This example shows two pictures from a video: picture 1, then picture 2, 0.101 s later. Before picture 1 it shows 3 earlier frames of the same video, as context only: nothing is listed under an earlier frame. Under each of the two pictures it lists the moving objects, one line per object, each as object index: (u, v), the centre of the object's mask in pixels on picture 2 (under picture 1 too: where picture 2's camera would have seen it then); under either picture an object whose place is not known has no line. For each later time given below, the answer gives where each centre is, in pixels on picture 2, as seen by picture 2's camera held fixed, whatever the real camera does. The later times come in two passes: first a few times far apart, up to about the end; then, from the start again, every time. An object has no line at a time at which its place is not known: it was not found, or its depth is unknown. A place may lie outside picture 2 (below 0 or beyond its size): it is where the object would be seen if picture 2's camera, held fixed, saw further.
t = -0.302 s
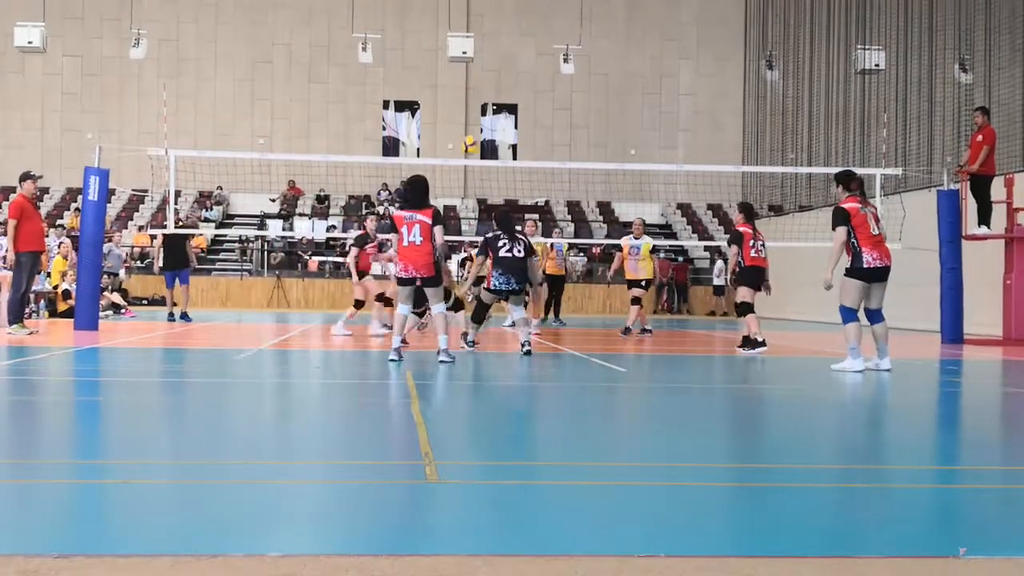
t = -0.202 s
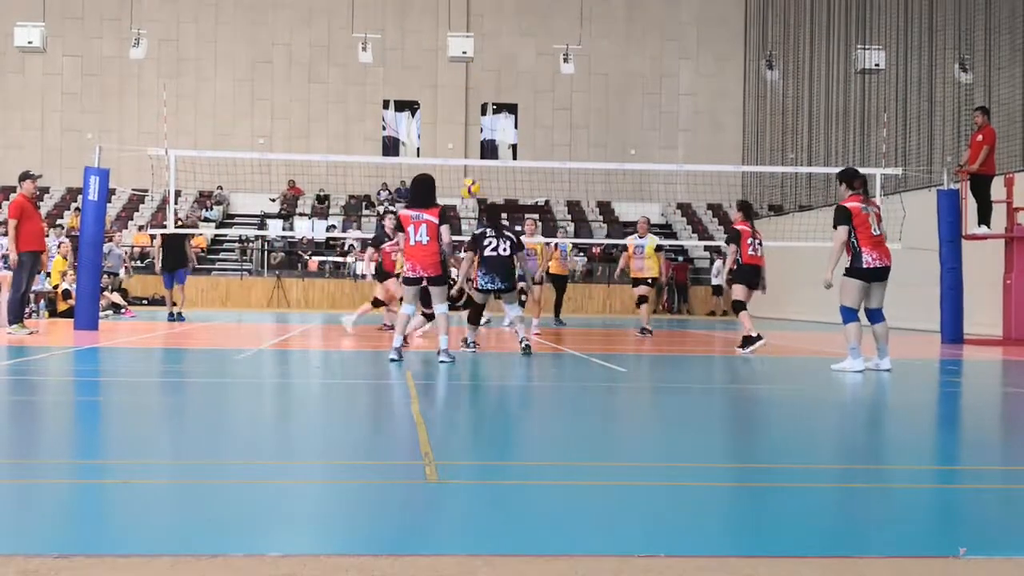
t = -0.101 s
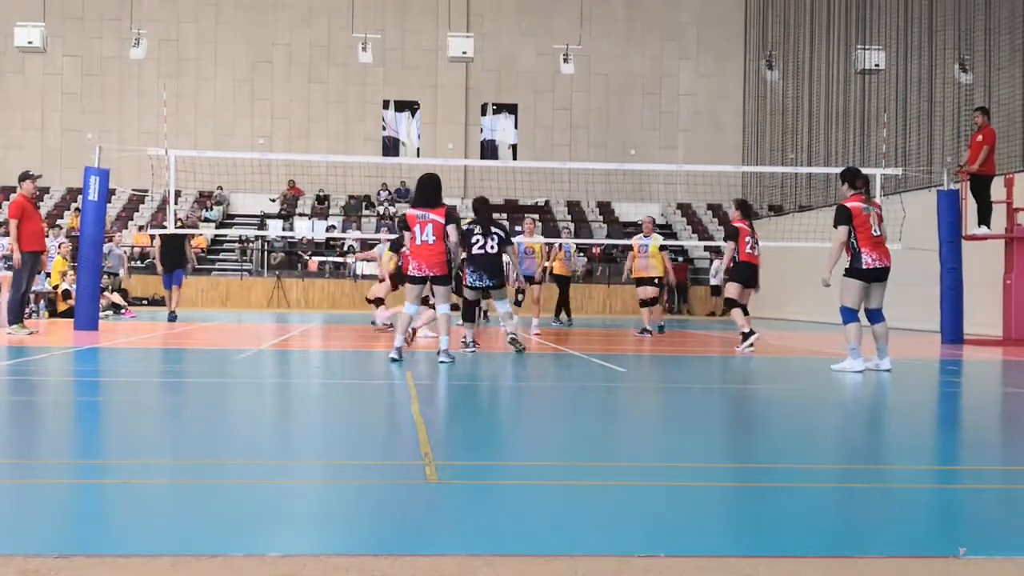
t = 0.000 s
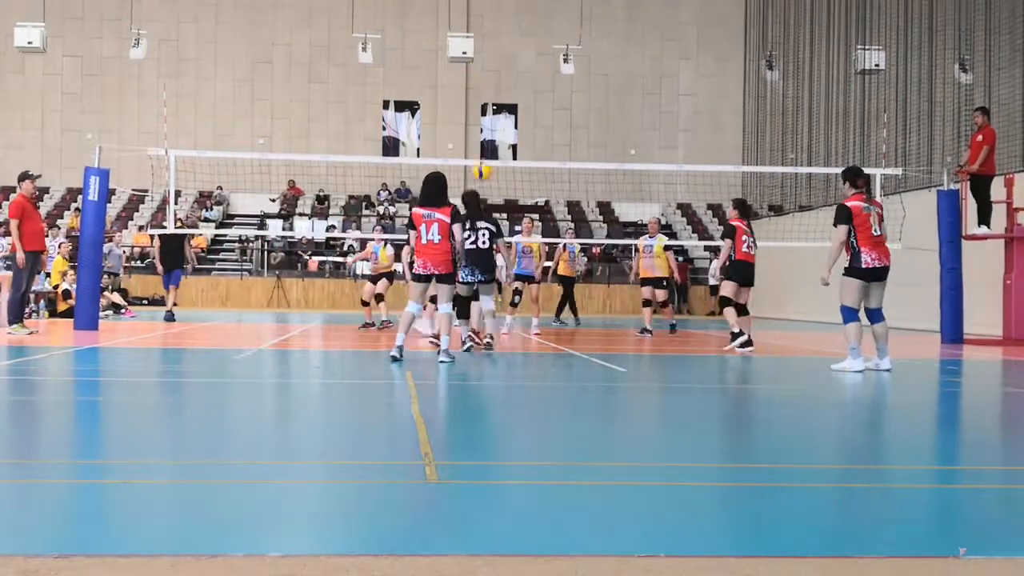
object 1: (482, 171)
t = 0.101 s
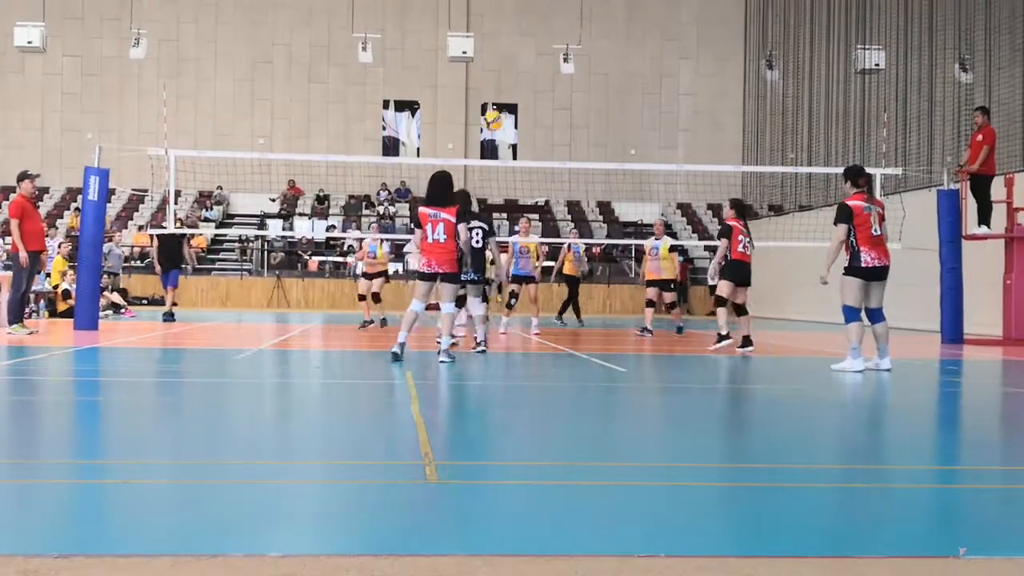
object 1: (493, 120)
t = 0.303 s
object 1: (510, 56)
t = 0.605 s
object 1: (535, 29)
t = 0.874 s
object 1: (555, 74)
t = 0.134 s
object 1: (495, 107)
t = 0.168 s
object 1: (499, 94)
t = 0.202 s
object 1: (502, 82)
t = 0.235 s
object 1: (504, 73)
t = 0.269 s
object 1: (507, 63)
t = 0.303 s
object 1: (510, 56)
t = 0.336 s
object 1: (514, 48)
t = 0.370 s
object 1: (516, 43)
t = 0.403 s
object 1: (521, 36)
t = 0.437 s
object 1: (522, 34)
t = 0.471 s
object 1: (525, 30)
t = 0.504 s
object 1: (528, 27)
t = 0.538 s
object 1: (530, 28)
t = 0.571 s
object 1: (533, 28)
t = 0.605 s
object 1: (535, 29)
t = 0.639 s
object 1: (539, 30)
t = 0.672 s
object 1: (541, 33)
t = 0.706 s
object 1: (543, 38)
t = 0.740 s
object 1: (546, 43)
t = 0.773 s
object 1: (548, 49)
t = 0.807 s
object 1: (550, 55)
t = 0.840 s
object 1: (553, 63)
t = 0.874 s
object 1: (555, 74)
